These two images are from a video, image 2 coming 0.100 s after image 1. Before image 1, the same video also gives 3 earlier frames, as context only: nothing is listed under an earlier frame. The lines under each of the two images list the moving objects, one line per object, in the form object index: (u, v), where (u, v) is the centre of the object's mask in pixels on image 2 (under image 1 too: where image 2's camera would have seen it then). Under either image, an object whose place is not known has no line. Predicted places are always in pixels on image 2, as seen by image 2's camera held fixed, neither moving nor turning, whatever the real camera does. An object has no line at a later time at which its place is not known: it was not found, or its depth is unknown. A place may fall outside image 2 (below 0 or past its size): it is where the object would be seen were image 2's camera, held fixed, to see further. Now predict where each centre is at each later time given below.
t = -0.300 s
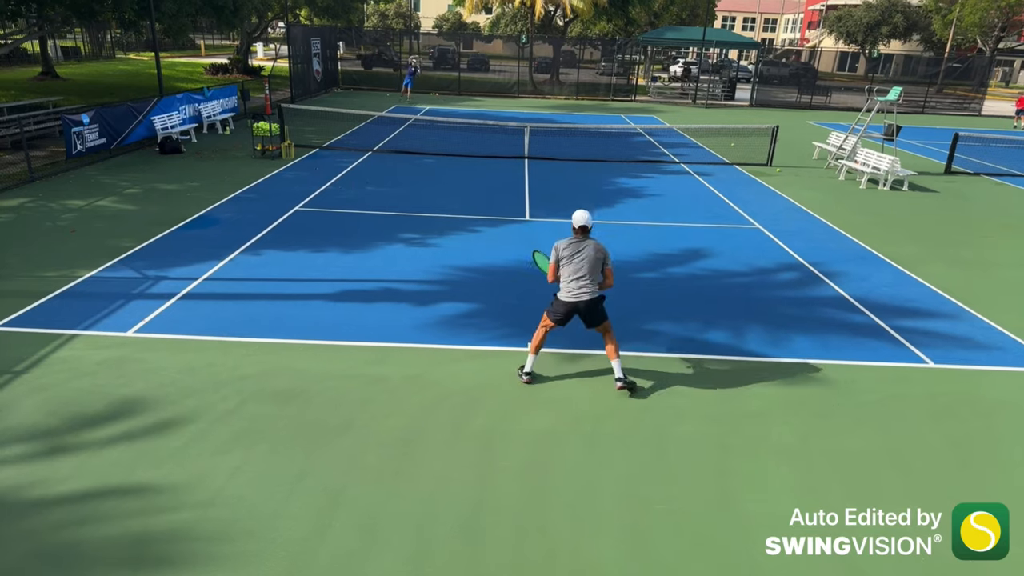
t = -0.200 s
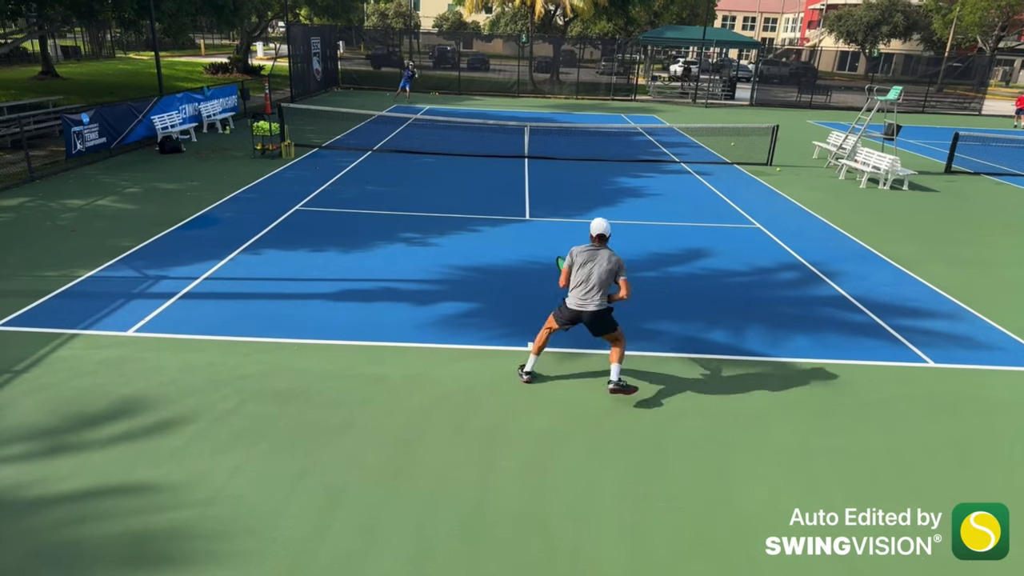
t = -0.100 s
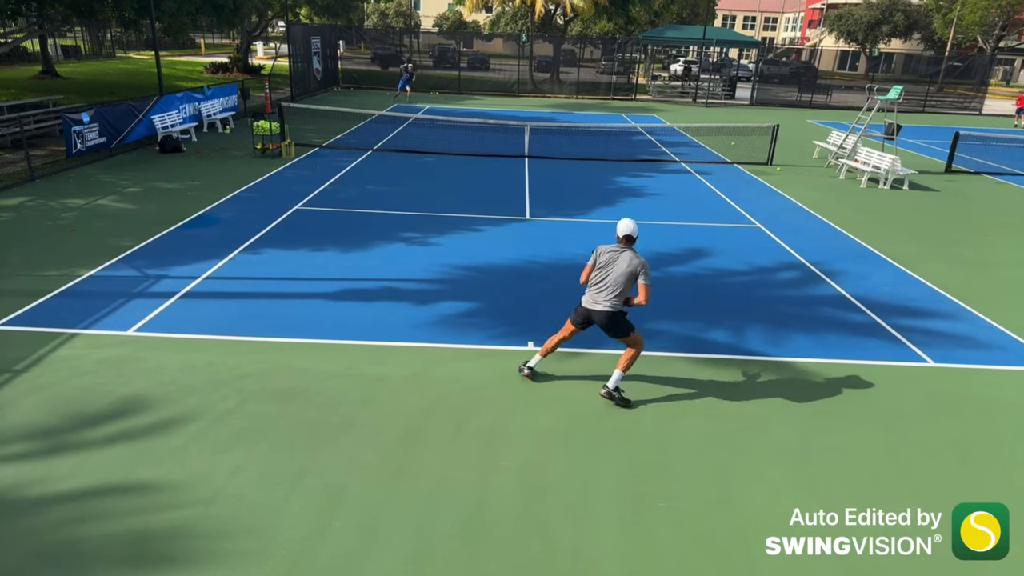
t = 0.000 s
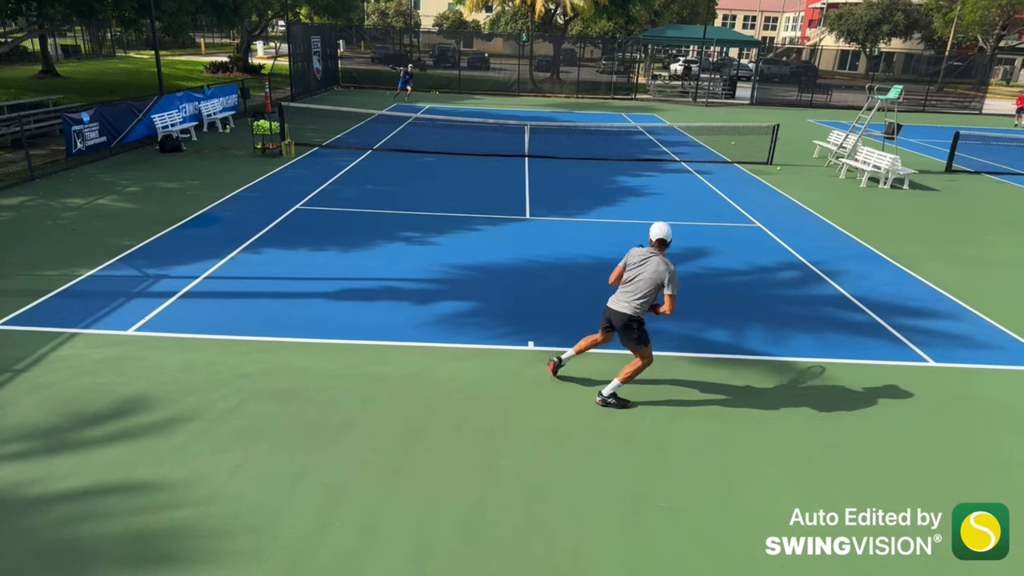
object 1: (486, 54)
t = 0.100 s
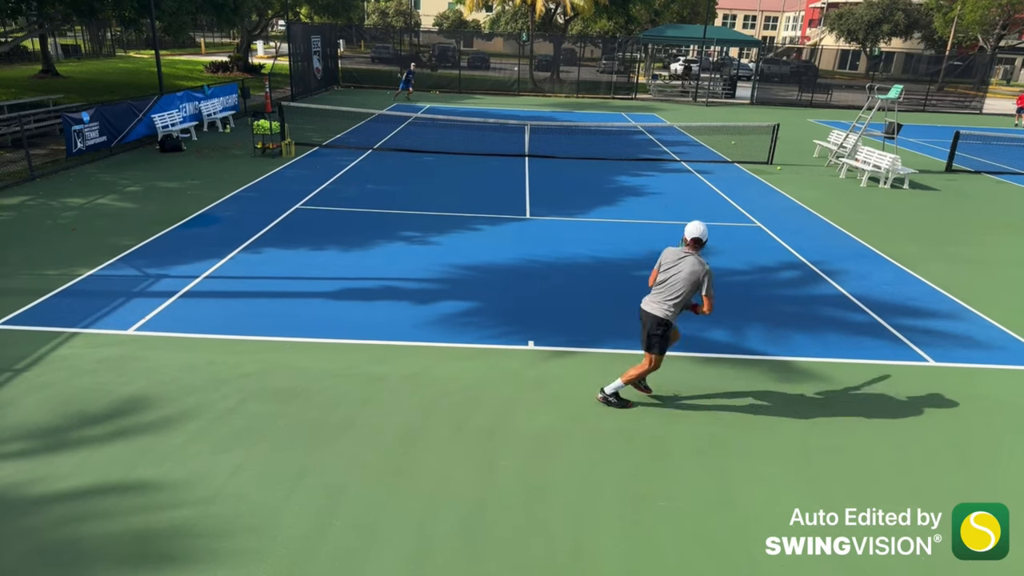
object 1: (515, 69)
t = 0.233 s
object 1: (556, 97)
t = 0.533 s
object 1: (684, 239)
